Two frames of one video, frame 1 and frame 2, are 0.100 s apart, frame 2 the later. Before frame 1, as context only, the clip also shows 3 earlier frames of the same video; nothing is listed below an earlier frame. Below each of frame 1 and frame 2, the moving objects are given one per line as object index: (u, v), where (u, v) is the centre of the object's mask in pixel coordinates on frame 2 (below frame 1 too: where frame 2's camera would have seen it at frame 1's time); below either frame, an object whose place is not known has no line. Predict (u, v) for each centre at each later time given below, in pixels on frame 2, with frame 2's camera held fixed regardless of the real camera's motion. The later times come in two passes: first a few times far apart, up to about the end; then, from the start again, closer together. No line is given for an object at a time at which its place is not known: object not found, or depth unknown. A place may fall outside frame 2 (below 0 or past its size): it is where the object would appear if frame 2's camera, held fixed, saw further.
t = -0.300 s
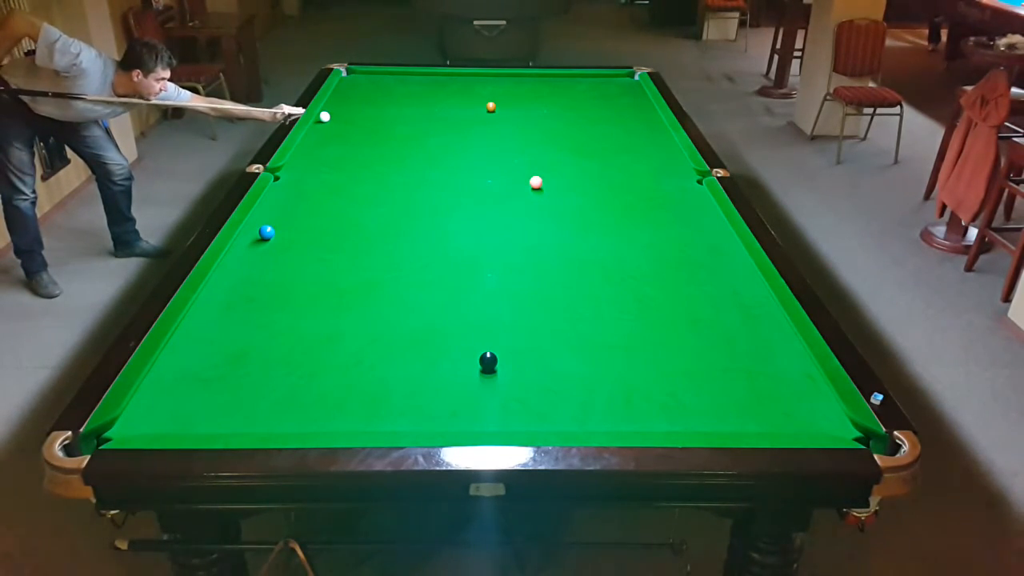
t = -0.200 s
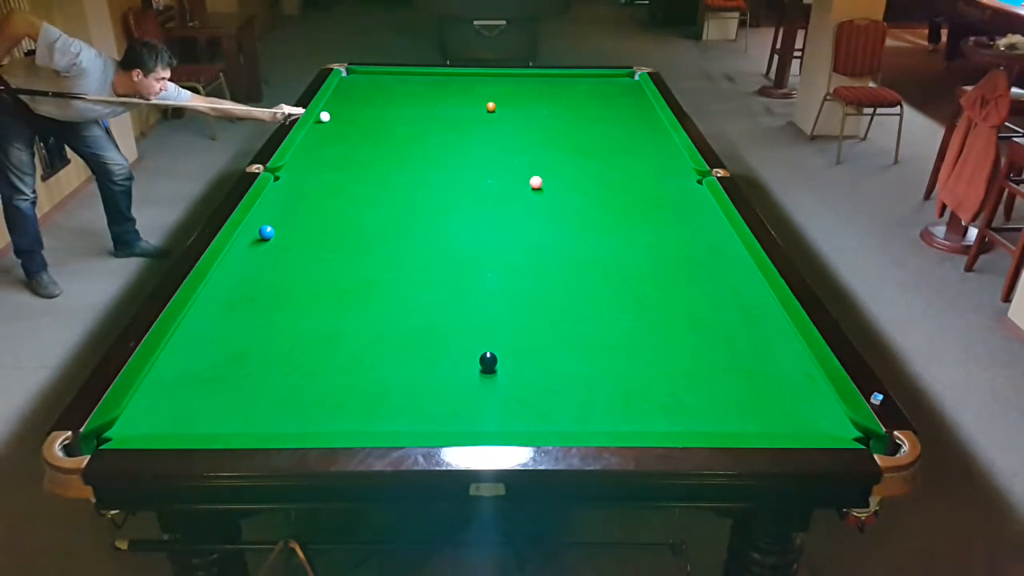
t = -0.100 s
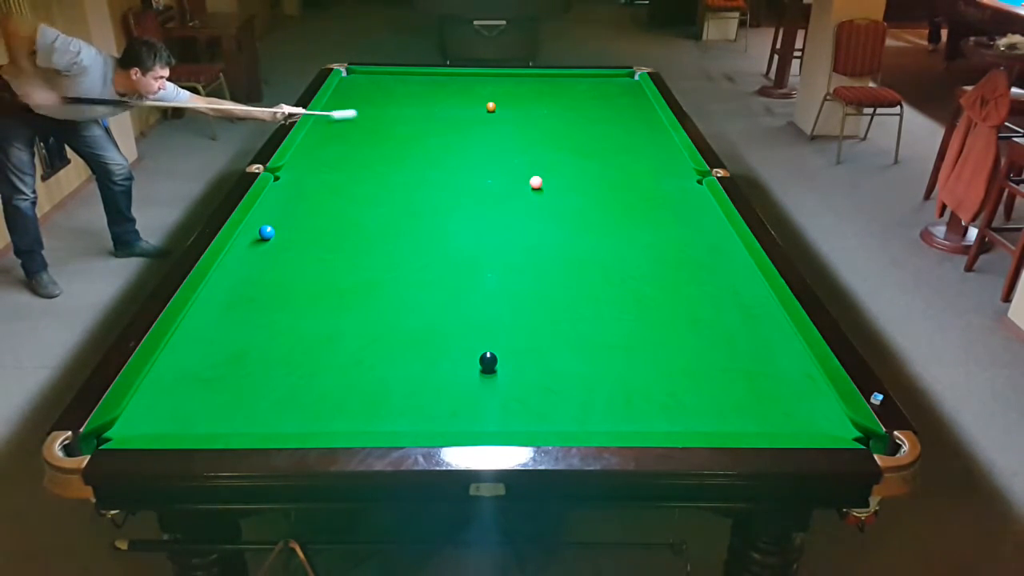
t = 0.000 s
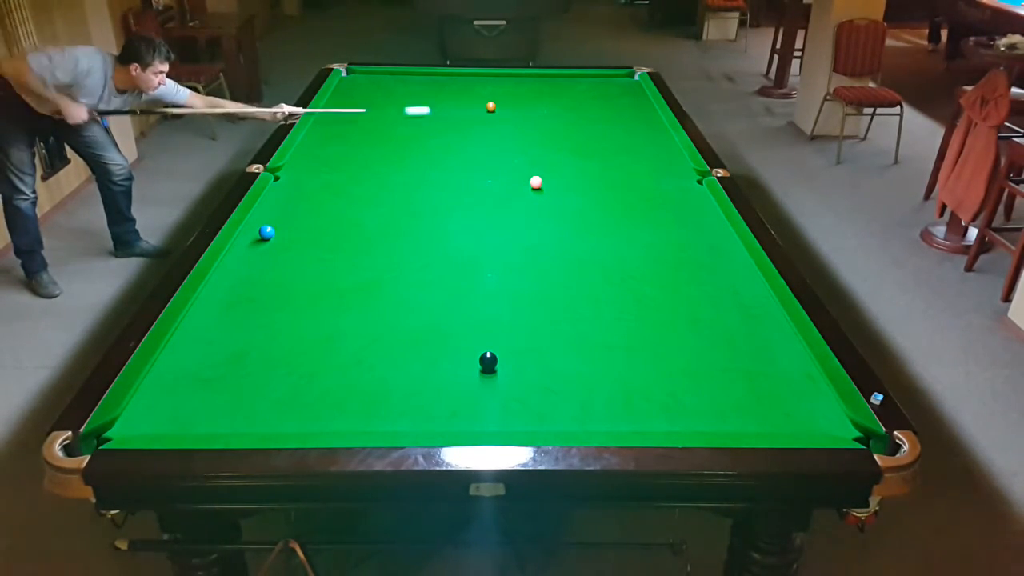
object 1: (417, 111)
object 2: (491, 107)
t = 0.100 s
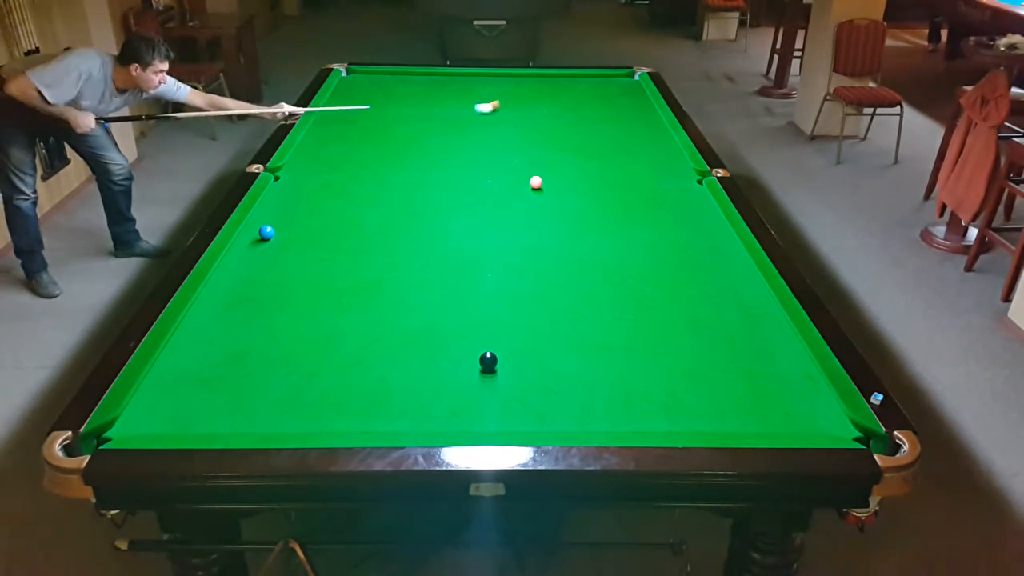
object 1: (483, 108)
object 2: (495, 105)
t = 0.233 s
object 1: (520, 118)
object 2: (541, 94)
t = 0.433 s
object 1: (587, 130)
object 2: (598, 79)
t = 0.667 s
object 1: (661, 140)
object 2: (626, 81)
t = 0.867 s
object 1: (606, 148)
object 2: (606, 89)
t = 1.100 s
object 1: (548, 156)
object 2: (583, 97)
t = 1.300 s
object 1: (497, 164)
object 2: (562, 105)
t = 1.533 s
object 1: (434, 172)
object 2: (537, 114)
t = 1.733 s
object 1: (379, 180)
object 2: (514, 122)
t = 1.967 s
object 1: (311, 189)
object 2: (486, 132)
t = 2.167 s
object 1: (284, 197)
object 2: (461, 140)
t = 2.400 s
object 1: (323, 202)
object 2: (431, 151)
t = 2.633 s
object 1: (359, 208)
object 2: (400, 162)
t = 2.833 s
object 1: (390, 213)
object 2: (372, 171)
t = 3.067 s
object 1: (426, 219)
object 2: (338, 182)
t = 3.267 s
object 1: (456, 223)
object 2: (308, 192)
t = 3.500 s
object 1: (490, 228)
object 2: (271, 204)
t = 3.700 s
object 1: (518, 232)
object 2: (273, 212)
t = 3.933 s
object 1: (551, 237)
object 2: (285, 221)
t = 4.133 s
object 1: (577, 241)
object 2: (296, 229)
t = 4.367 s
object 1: (608, 245)
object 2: (308, 237)
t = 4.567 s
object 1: (634, 249)
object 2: (318, 244)
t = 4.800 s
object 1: (662, 253)
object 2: (330, 252)
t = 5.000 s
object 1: (686, 256)
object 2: (339, 258)
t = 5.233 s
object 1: (713, 260)
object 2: (350, 265)
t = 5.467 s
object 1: (737, 264)
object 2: (359, 271)
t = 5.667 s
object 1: (736, 266)
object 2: (367, 276)
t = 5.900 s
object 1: (724, 268)
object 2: (375, 282)
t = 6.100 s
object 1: (716, 269)
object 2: (381, 286)
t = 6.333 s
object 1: (707, 270)
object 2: (388, 290)
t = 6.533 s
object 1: (701, 272)
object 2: (393, 292)
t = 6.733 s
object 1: (697, 273)
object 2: (397, 295)
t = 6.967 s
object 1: (692, 274)
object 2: (402, 296)
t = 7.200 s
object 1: (690, 274)
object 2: (405, 298)
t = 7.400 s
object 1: (688, 274)
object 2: (406, 299)
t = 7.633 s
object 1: (688, 274)
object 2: (407, 299)
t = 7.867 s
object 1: (688, 274)
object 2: (407, 299)
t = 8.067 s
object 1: (688, 274)
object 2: (407, 299)
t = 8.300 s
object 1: (688, 274)
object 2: (407, 299)
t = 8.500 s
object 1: (688, 274)
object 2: (407, 299)
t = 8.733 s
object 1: (688, 274)
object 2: (407, 299)
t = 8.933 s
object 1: (688, 274)
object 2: (407, 299)
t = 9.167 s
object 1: (688, 274)
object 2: (407, 299)
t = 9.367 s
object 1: (688, 274)
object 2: (407, 299)
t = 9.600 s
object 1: (688, 274)
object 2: (407, 299)
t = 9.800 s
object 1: (688, 274)
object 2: (407, 299)
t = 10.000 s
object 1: (688, 274)
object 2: (407, 299)
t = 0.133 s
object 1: (493, 110)
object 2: (505, 102)
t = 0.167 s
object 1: (501, 113)
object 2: (518, 100)
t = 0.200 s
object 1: (511, 115)
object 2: (530, 96)
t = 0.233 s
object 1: (520, 118)
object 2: (541, 94)
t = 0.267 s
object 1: (530, 120)
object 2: (552, 91)
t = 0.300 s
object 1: (541, 122)
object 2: (562, 89)
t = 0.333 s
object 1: (552, 124)
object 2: (572, 86)
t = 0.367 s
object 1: (563, 126)
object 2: (581, 84)
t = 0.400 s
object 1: (575, 128)
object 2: (590, 82)
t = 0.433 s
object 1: (587, 130)
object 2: (598, 79)
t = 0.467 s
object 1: (599, 131)
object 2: (606, 77)
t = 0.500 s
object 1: (613, 133)
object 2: (614, 75)
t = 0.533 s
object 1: (626, 134)
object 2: (621, 75)
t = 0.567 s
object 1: (639, 136)
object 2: (627, 77)
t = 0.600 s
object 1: (653, 137)
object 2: (633, 78)
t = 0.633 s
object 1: (666, 139)
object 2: (630, 80)
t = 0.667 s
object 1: (661, 140)
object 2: (626, 81)
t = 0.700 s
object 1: (651, 141)
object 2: (623, 83)
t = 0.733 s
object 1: (641, 143)
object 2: (619, 84)
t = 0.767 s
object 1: (631, 144)
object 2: (616, 85)
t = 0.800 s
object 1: (623, 145)
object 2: (613, 86)
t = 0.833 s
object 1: (614, 146)
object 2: (610, 88)
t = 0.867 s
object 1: (606, 148)
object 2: (606, 89)
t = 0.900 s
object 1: (598, 149)
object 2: (603, 90)
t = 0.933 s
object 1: (590, 150)
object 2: (600, 91)
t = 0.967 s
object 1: (581, 151)
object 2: (597, 92)
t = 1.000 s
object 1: (573, 153)
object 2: (593, 94)
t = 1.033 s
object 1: (565, 154)
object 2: (590, 95)
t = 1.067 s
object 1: (556, 155)
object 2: (586, 96)
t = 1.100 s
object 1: (548, 156)
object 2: (583, 97)
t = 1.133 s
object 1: (540, 158)
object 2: (579, 99)
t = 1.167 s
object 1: (531, 159)
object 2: (576, 100)
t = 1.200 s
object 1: (523, 160)
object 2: (573, 101)
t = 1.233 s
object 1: (514, 161)
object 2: (569, 102)
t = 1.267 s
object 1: (505, 162)
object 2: (566, 104)
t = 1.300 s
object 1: (497, 164)
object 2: (562, 105)
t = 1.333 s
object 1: (488, 165)
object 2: (559, 106)
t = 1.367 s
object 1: (479, 166)
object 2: (555, 108)
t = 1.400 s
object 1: (470, 167)
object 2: (551, 109)
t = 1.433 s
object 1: (462, 169)
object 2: (548, 110)
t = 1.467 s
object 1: (452, 170)
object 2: (544, 111)
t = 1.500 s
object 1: (443, 171)
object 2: (540, 113)
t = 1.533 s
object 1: (434, 172)
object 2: (537, 114)
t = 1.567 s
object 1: (425, 174)
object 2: (533, 115)
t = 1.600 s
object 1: (416, 175)
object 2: (529, 117)
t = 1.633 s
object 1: (407, 176)
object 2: (525, 118)
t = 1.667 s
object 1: (398, 178)
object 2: (522, 119)
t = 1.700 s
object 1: (388, 179)
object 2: (518, 121)
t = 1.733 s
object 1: (379, 180)
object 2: (514, 122)
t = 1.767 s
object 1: (369, 182)
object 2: (510, 123)
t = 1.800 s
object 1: (360, 183)
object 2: (506, 125)
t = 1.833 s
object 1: (350, 184)
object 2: (502, 126)
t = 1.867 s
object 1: (340, 186)
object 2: (498, 127)
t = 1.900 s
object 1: (331, 187)
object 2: (494, 129)
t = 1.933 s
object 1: (321, 188)
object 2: (490, 130)
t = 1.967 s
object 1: (311, 189)
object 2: (486, 132)
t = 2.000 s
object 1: (301, 191)
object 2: (482, 133)
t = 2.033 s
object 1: (290, 192)
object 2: (478, 135)
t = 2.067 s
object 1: (280, 193)
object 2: (474, 136)
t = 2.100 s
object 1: (272, 195)
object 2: (470, 138)
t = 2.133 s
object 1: (277, 196)
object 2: (466, 139)
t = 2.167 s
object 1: (284, 197)
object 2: (461, 140)
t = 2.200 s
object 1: (290, 197)
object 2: (457, 142)
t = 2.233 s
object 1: (296, 198)
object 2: (453, 143)
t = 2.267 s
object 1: (301, 199)
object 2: (449, 145)
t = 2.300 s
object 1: (307, 200)
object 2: (444, 146)
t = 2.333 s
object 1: (312, 201)
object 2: (440, 148)
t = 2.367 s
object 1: (317, 202)
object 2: (436, 149)
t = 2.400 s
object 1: (323, 202)
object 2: (431, 151)
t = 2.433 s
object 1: (328, 204)
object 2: (427, 152)
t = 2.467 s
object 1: (333, 204)
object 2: (423, 154)
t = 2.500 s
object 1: (339, 205)
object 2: (418, 155)
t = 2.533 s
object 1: (344, 206)
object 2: (414, 157)
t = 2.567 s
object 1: (349, 207)
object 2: (409, 158)
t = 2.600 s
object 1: (354, 208)
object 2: (405, 160)
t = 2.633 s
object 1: (359, 208)
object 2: (400, 162)
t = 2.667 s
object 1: (365, 209)
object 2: (395, 163)
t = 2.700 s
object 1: (370, 210)
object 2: (391, 165)
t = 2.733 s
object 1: (375, 211)
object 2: (386, 166)
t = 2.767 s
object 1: (380, 212)
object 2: (382, 167)
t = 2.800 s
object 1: (385, 213)
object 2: (377, 169)
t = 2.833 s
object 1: (390, 213)
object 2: (372, 171)
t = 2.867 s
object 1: (396, 214)
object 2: (367, 173)
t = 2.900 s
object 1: (400, 215)
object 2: (362, 174)
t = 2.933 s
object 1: (405, 215)
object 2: (357, 176)
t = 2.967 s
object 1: (411, 216)
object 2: (353, 178)
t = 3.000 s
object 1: (416, 217)
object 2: (348, 179)
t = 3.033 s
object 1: (421, 218)
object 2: (343, 181)
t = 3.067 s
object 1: (426, 219)
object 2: (338, 182)
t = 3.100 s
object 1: (431, 219)
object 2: (333, 184)
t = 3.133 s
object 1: (436, 220)
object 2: (328, 185)
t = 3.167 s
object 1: (441, 221)
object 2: (323, 187)
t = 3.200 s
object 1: (446, 221)
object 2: (318, 189)
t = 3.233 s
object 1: (451, 222)
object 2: (313, 191)
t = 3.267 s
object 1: (456, 223)
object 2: (308, 192)
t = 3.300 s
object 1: (461, 224)
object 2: (303, 194)
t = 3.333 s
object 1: (465, 224)
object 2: (298, 196)
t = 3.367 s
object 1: (470, 225)
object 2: (292, 197)
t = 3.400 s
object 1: (475, 226)
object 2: (287, 199)
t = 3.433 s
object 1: (480, 227)
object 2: (282, 200)
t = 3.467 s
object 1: (485, 227)
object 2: (276, 202)
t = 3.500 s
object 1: (490, 228)
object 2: (271, 204)
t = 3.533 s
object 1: (494, 228)
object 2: (266, 206)
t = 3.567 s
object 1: (499, 229)
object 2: (266, 207)
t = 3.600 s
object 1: (504, 230)
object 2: (268, 208)
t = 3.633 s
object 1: (509, 231)
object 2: (269, 210)
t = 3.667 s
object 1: (513, 232)
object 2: (271, 211)
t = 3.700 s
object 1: (518, 232)
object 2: (273, 212)
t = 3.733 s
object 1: (523, 233)
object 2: (275, 213)
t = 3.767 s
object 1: (527, 233)
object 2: (276, 215)
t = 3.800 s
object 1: (532, 234)
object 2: (278, 216)
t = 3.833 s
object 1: (537, 235)
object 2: (280, 217)
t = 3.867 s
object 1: (541, 235)
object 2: (282, 219)
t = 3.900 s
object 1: (546, 236)
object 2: (283, 220)
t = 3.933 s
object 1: (551, 237)
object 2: (285, 221)
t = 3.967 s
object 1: (555, 237)
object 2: (287, 222)
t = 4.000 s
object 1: (560, 238)
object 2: (289, 224)
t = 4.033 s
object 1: (564, 239)
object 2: (291, 225)
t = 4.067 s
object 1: (569, 239)
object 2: (292, 226)
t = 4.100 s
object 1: (573, 240)
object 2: (294, 227)
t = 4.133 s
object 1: (577, 241)
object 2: (296, 229)
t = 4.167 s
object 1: (582, 241)
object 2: (297, 230)
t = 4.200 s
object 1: (587, 242)
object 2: (299, 231)
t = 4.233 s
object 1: (591, 243)
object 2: (300, 232)
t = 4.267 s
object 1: (595, 243)
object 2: (302, 233)
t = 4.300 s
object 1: (600, 244)
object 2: (304, 235)
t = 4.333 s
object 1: (604, 245)
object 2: (306, 236)
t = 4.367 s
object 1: (608, 245)
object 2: (308, 237)
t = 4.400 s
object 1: (612, 246)
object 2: (310, 238)
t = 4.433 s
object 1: (617, 247)
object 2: (311, 239)
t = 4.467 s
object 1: (621, 247)
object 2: (313, 240)
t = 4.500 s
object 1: (625, 248)
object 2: (315, 242)
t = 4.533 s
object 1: (630, 249)
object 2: (316, 243)
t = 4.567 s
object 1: (634, 249)
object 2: (318, 244)
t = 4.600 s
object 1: (638, 249)
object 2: (320, 245)
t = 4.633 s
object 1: (642, 250)
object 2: (321, 246)
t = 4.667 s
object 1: (646, 251)
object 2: (323, 247)
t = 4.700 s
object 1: (650, 251)
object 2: (325, 248)
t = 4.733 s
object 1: (654, 252)
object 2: (326, 250)
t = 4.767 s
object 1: (658, 252)
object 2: (328, 251)
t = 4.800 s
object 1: (662, 253)
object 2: (330, 252)
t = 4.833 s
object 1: (667, 253)
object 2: (331, 253)
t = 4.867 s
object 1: (670, 254)
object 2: (333, 254)
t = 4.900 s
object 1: (675, 255)
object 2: (334, 255)
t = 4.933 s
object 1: (678, 255)
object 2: (336, 256)
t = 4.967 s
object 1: (682, 256)
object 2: (337, 257)
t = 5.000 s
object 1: (686, 256)
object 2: (339, 258)
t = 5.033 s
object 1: (690, 257)
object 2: (340, 259)
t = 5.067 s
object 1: (694, 257)
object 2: (342, 260)
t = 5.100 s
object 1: (698, 258)
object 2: (343, 261)
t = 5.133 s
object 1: (701, 258)
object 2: (345, 262)
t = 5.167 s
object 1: (705, 259)
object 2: (346, 263)
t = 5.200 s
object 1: (709, 260)
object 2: (348, 264)
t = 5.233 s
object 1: (713, 260)
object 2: (350, 265)
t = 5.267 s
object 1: (716, 260)
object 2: (351, 266)
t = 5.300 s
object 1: (720, 261)
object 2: (352, 267)
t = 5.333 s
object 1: (723, 262)
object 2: (354, 268)
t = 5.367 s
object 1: (727, 262)
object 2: (355, 269)
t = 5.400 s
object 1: (730, 263)
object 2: (356, 269)
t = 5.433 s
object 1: (734, 263)
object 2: (358, 270)
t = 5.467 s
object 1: (737, 264)
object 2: (359, 271)
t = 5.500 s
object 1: (741, 264)
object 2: (361, 272)
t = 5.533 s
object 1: (743, 265)
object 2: (362, 273)
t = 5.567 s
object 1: (741, 265)
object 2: (363, 274)
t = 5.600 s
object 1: (740, 265)
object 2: (364, 275)
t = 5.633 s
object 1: (738, 265)
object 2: (366, 275)
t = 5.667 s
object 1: (736, 266)
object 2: (367, 276)
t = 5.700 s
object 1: (734, 266)
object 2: (368, 277)
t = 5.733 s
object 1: (732, 266)
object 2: (369, 278)
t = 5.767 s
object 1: (731, 266)
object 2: (371, 279)
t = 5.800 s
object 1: (729, 267)
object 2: (372, 279)
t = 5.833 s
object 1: (728, 267)
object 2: (373, 280)
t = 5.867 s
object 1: (726, 267)
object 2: (374, 281)
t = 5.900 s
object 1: (724, 268)
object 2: (375, 282)
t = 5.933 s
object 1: (723, 268)
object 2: (376, 282)
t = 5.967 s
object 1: (722, 268)
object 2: (377, 283)
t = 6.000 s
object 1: (720, 268)
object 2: (378, 284)
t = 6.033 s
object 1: (719, 269)
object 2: (379, 284)
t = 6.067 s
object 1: (717, 269)
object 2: (380, 285)
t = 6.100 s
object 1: (716, 269)
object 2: (381, 286)
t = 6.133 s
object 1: (714, 269)
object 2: (382, 286)
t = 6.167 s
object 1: (713, 269)
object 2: (383, 287)
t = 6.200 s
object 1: (712, 270)
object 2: (384, 287)
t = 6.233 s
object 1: (711, 270)
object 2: (385, 288)
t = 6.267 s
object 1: (710, 270)
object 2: (386, 288)
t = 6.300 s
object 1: (708, 270)
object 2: (387, 289)
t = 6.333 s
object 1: (707, 270)
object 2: (388, 290)
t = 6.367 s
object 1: (706, 271)
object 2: (389, 290)
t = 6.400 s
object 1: (705, 271)
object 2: (390, 290)
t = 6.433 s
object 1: (704, 271)
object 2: (390, 291)
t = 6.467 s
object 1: (703, 271)
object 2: (391, 291)
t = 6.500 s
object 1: (702, 272)
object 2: (392, 292)
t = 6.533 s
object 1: (701, 272)
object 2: (393, 292)
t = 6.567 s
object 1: (700, 272)
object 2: (394, 293)
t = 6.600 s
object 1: (699, 272)
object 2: (395, 293)
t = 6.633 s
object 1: (699, 272)
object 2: (395, 294)
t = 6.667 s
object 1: (698, 272)
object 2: (396, 294)
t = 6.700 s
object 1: (697, 273)
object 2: (397, 294)
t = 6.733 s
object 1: (697, 273)
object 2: (397, 295)
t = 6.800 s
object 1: (695, 273)
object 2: (399, 295)
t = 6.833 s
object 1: (694, 273)
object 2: (399, 295)
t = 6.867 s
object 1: (694, 273)
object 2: (400, 296)
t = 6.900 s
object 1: (693, 273)
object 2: (401, 296)
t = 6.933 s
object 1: (693, 273)
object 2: (401, 296)
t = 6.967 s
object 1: (692, 274)
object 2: (402, 296)
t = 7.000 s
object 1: (692, 274)
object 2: (403, 297)
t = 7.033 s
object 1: (692, 274)
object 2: (403, 297)
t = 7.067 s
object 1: (691, 274)
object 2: (403, 297)
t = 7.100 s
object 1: (691, 274)
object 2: (404, 297)
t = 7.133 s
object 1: (690, 274)
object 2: (404, 297)
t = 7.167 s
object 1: (690, 274)
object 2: (404, 298)
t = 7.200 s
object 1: (690, 274)
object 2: (405, 298)
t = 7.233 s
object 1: (689, 274)
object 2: (405, 298)
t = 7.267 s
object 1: (689, 274)
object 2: (405, 298)
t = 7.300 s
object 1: (689, 274)
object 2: (406, 298)
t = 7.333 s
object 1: (689, 274)
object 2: (406, 298)
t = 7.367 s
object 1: (689, 274)
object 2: (406, 299)
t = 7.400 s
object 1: (688, 274)
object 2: (406, 299)
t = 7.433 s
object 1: (688, 274)
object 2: (406, 299)
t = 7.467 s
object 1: (688, 274)
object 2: (406, 299)
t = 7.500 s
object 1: (688, 274)
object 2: (407, 299)
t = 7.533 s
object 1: (688, 274)
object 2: (407, 299)
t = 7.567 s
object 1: (688, 274)
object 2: (407, 299)
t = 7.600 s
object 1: (688, 274)
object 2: (407, 299)
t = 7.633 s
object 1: (688, 274)
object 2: (407, 299)
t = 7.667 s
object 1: (688, 274)
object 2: (407, 299)
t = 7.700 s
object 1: (688, 274)
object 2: (407, 299)
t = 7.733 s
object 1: (688, 274)
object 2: (407, 299)
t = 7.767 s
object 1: (688, 274)
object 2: (407, 299)
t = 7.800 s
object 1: (688, 274)
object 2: (407, 299)
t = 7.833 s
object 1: (688, 274)
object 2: (407, 299)
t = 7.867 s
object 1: (688, 274)
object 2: (407, 299)
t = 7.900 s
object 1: (688, 274)
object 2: (407, 299)
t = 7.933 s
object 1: (688, 274)
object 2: (407, 299)
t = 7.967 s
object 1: (688, 274)
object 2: (407, 299)
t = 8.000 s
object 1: (688, 274)
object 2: (407, 299)
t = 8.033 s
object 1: (688, 274)
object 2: (407, 299)
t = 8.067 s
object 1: (688, 274)
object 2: (407, 299)
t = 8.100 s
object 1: (688, 274)
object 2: (407, 299)
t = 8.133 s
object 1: (688, 274)
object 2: (407, 299)
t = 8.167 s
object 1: (688, 274)
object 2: (407, 299)
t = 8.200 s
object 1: (688, 274)
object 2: (407, 299)
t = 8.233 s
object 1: (688, 274)
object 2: (407, 299)
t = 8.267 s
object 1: (688, 274)
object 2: (407, 299)
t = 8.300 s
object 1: (688, 274)
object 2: (407, 299)
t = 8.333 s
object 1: (688, 274)
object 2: (407, 299)
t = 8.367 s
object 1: (688, 274)
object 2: (407, 299)
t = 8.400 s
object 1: (688, 274)
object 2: (407, 299)
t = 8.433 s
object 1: (688, 274)
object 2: (407, 299)
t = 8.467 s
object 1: (688, 274)
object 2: (407, 299)
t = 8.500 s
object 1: (688, 274)
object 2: (407, 299)
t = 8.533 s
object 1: (688, 274)
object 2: (407, 299)
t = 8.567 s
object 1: (688, 274)
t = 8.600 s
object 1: (688, 274)
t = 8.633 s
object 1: (688, 274)
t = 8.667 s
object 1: (688, 274)
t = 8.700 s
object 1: (688, 274)
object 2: (407, 299)
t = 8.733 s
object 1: (688, 274)
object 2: (407, 299)
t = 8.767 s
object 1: (691, 271)
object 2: (407, 299)
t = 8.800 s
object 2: (407, 299)
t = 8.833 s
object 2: (407, 299)
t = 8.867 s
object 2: (407, 299)
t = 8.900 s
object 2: (407, 299)
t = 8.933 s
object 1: (688, 274)
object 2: (407, 299)
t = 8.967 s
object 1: (688, 274)
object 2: (407, 299)
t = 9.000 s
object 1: (688, 274)
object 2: (407, 299)
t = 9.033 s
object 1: (688, 274)
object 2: (407, 299)
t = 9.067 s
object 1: (688, 274)
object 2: (407, 299)
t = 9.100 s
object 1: (688, 274)
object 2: (407, 299)
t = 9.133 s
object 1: (688, 274)
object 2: (407, 299)
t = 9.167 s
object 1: (688, 274)
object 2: (407, 299)
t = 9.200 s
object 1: (688, 274)
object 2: (407, 299)
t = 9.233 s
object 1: (688, 274)
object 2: (407, 299)
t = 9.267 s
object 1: (688, 274)
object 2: (407, 299)
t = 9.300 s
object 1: (688, 274)
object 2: (407, 299)
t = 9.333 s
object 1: (688, 274)
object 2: (407, 299)
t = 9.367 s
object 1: (688, 274)
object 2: (407, 299)
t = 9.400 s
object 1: (688, 274)
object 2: (407, 299)
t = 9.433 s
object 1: (688, 274)
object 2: (407, 299)
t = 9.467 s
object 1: (688, 274)
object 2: (407, 299)
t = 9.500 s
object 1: (688, 274)
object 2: (407, 299)
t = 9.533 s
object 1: (688, 274)
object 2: (407, 299)
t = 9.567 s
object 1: (688, 274)
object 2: (407, 299)
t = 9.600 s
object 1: (688, 274)
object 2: (407, 299)
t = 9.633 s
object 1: (688, 274)
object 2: (407, 299)
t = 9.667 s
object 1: (688, 274)
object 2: (407, 299)
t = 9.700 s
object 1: (688, 274)
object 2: (407, 299)
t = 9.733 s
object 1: (688, 274)
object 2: (407, 299)
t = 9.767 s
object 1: (688, 274)
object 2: (407, 299)
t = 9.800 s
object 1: (688, 274)
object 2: (407, 299)
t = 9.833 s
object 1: (688, 274)
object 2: (407, 299)
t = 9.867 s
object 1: (688, 274)
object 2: (407, 299)
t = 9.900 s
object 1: (688, 274)
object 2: (407, 299)
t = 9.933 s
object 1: (688, 274)
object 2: (407, 299)
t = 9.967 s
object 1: (688, 274)
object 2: (407, 299)
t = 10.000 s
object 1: (688, 274)
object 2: (407, 299)
